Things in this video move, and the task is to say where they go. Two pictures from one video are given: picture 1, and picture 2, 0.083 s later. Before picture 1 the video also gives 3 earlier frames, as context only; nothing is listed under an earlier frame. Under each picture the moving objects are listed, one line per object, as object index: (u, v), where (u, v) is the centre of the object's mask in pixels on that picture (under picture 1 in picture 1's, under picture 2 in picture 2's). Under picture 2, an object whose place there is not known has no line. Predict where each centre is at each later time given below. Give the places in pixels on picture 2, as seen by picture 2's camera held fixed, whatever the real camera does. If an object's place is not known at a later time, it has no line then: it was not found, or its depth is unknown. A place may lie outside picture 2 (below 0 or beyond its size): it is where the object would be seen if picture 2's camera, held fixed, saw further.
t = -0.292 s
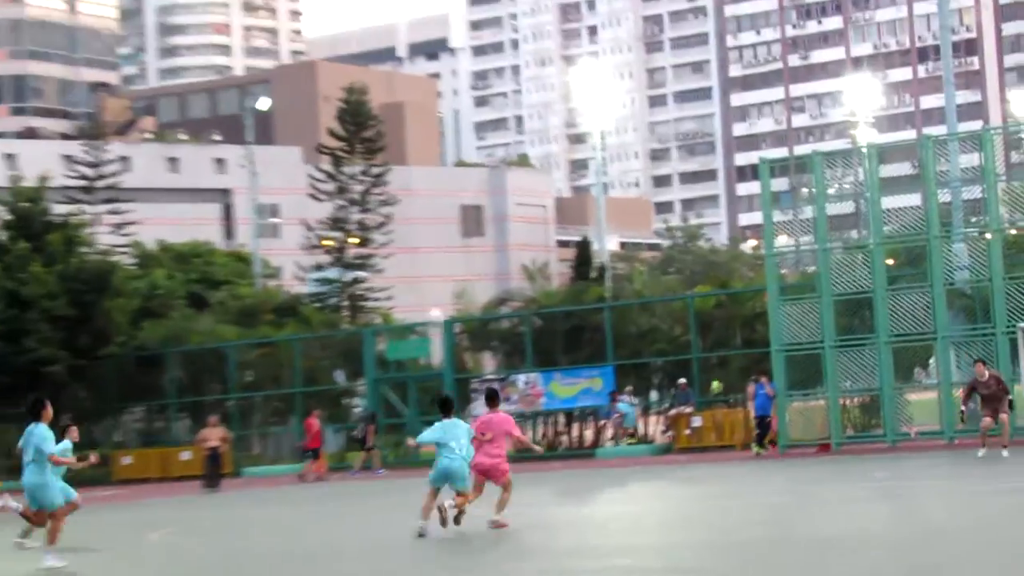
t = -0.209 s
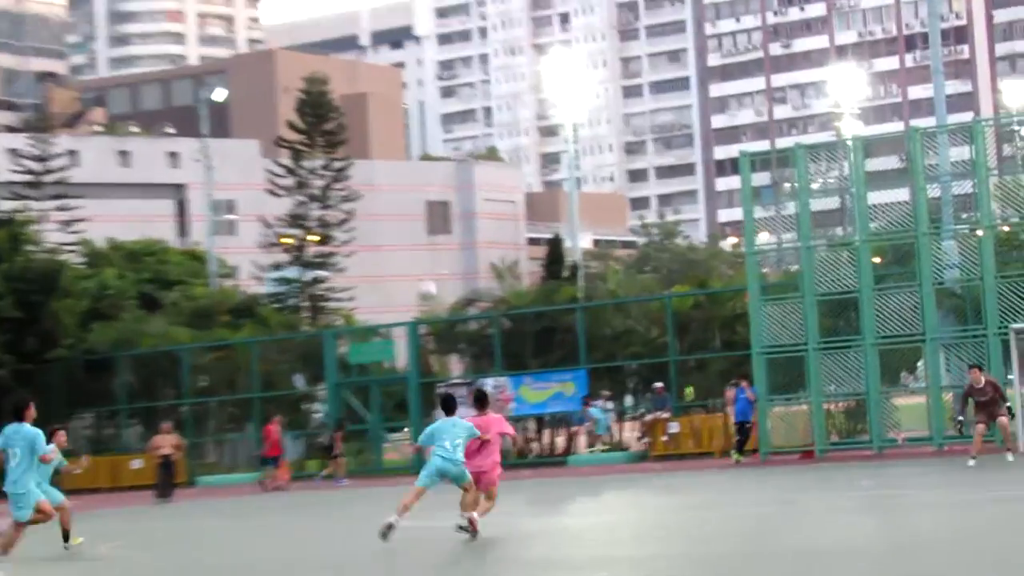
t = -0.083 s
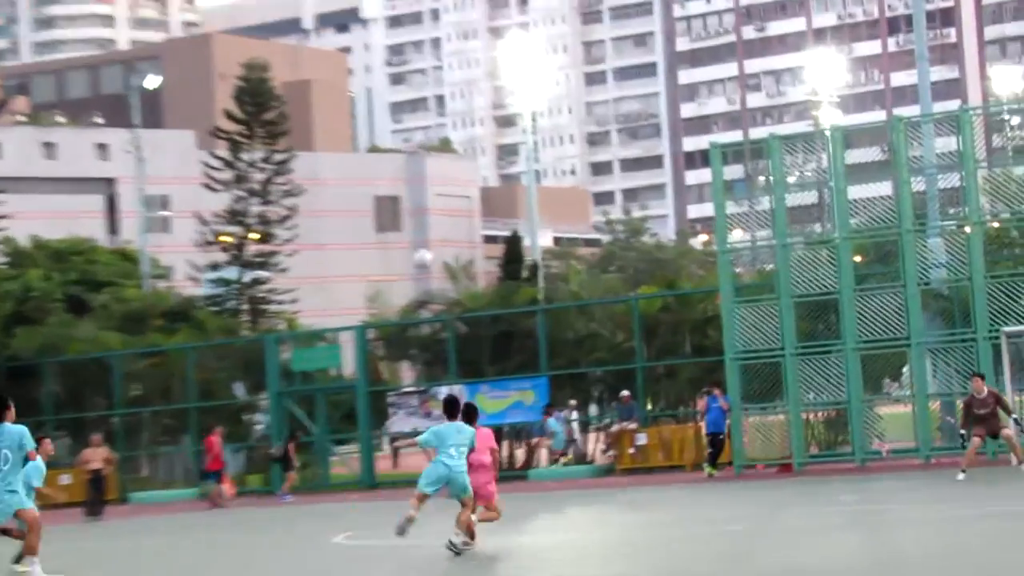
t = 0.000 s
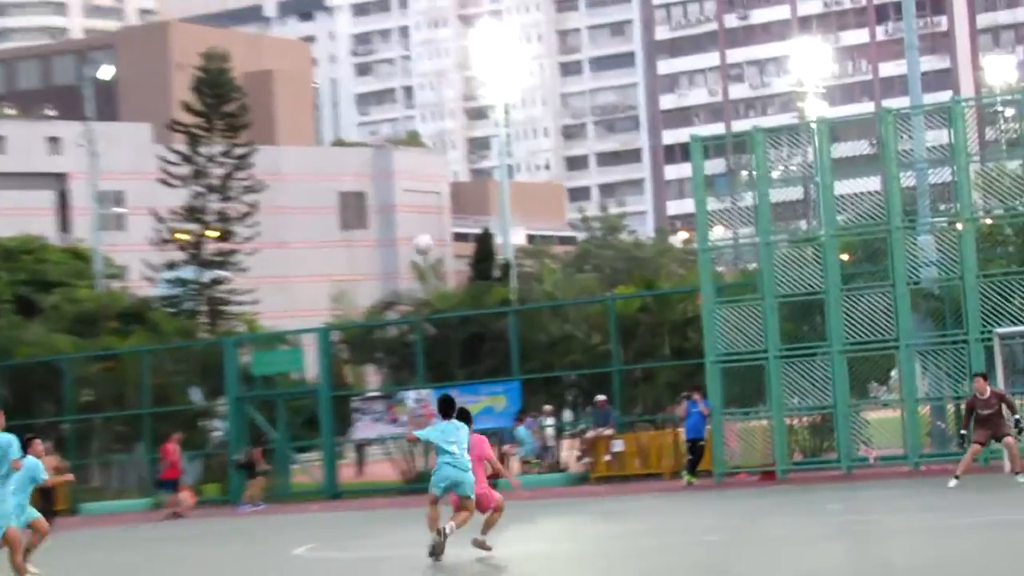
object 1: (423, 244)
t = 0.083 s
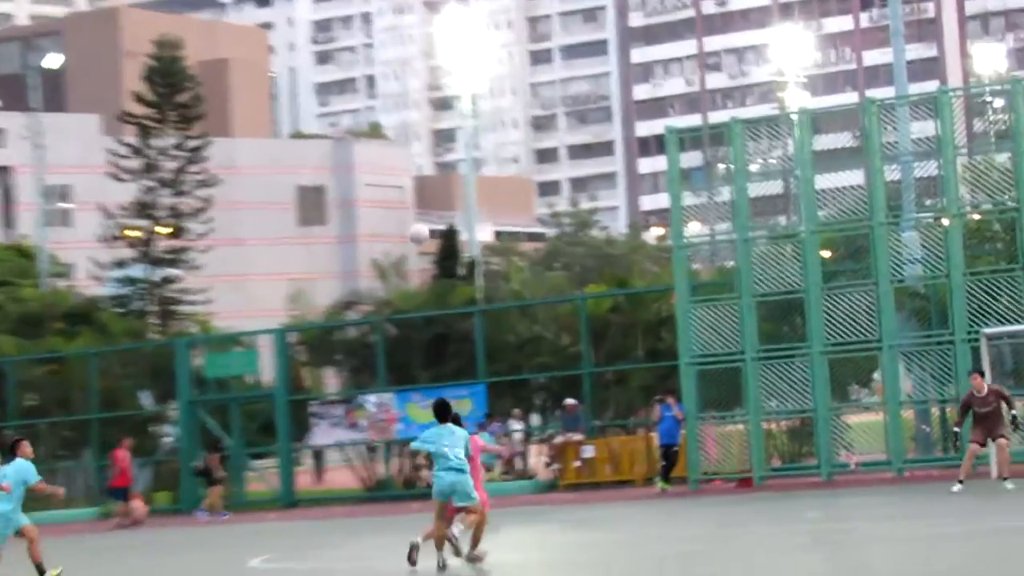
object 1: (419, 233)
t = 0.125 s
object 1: (431, 226)
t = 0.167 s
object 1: (451, 233)
